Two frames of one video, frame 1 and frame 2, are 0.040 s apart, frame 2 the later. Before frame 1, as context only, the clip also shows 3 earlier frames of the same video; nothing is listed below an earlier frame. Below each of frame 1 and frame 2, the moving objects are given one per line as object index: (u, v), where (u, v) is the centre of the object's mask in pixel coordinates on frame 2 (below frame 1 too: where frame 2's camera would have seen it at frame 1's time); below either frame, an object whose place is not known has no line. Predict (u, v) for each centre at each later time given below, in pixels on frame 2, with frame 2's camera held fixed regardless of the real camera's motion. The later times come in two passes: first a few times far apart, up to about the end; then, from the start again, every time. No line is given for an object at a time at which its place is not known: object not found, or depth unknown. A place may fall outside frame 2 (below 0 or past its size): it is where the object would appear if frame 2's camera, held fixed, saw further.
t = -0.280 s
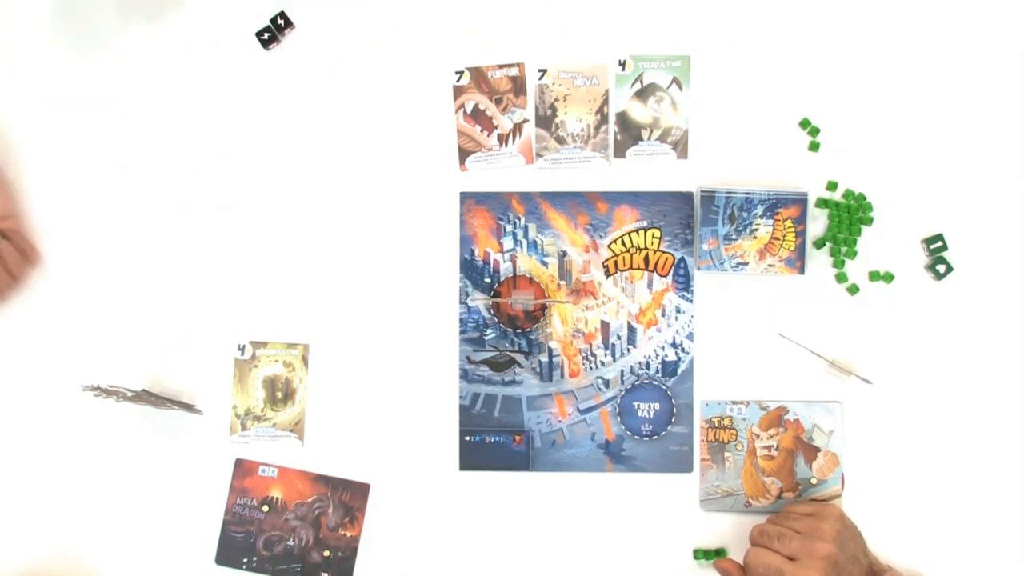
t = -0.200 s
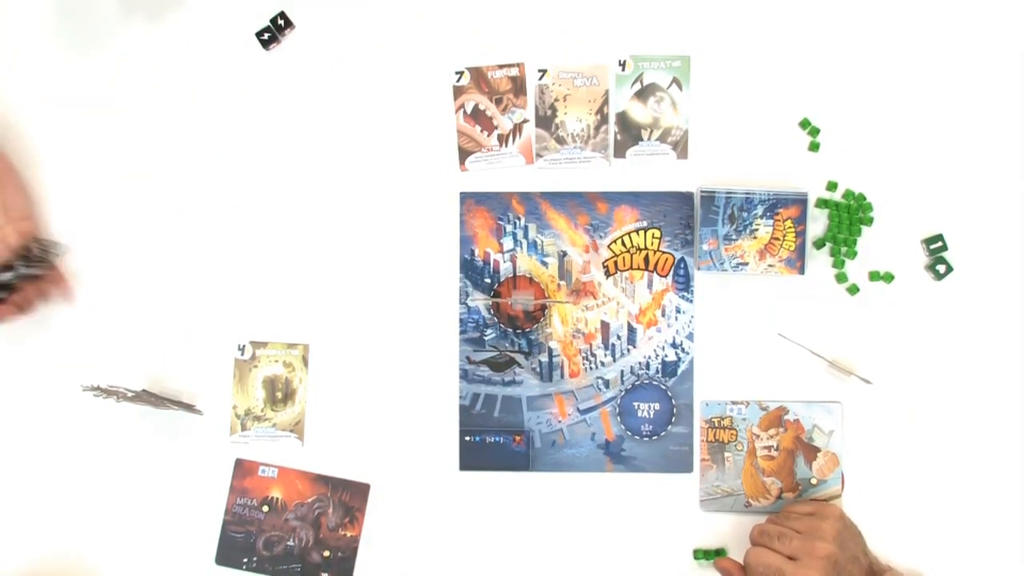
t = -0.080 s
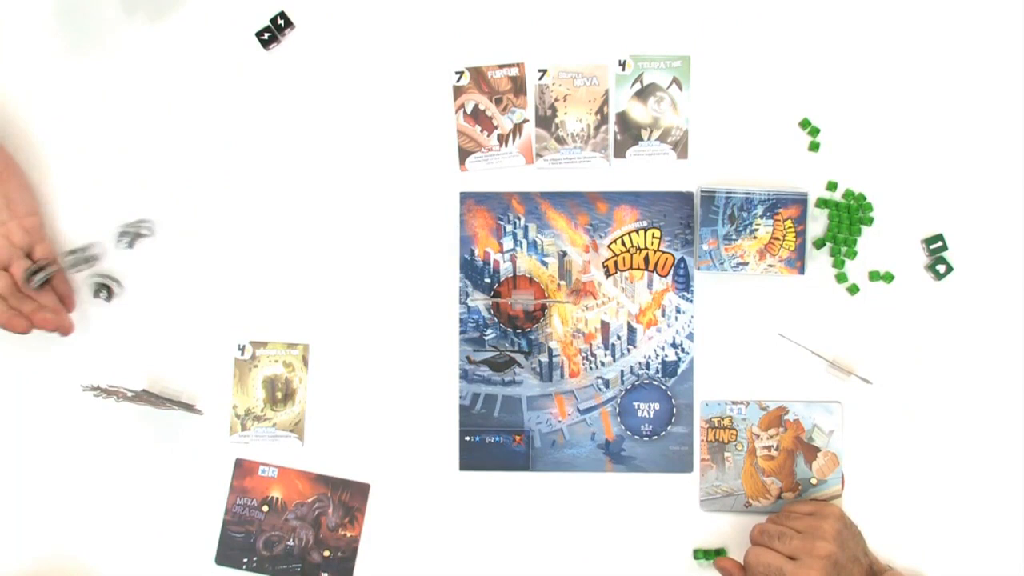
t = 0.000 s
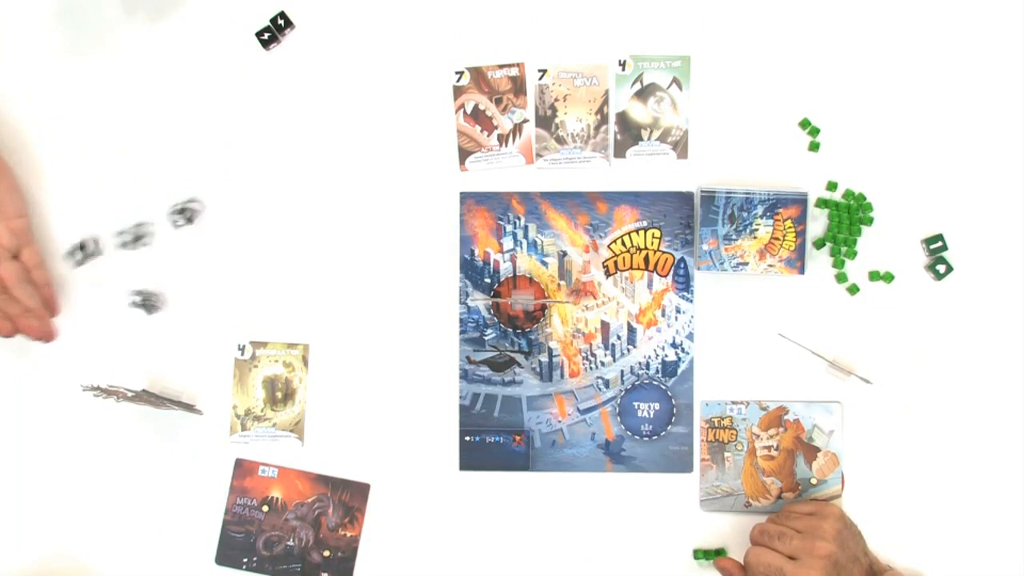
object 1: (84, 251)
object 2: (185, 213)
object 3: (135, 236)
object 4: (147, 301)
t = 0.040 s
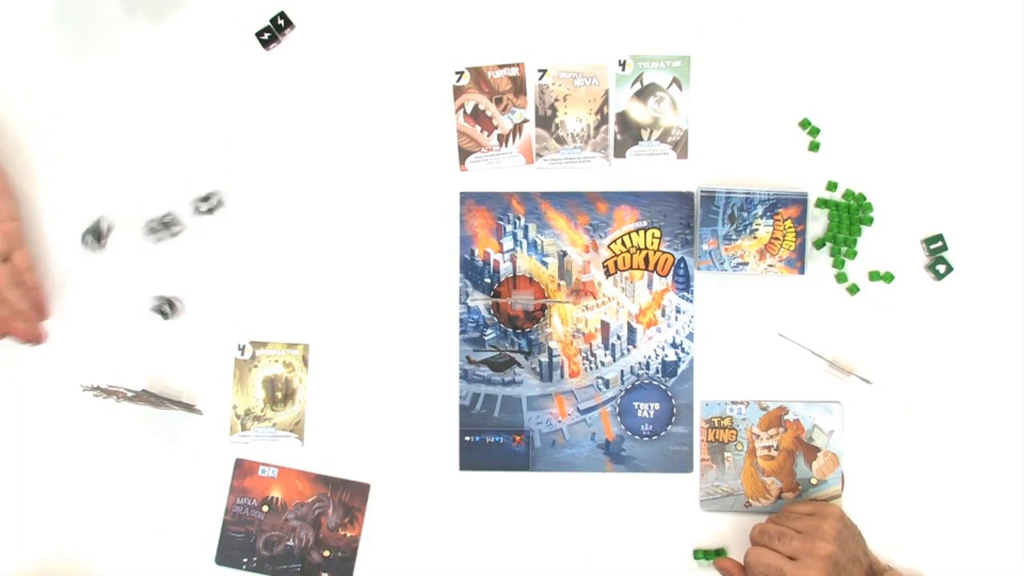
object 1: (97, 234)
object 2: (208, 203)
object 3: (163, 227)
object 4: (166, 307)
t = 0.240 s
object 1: (164, 155)
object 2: (289, 159)
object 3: (280, 182)
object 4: (235, 333)
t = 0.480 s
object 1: (214, 103)
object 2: (336, 114)
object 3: (356, 163)
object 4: (260, 339)
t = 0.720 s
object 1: (220, 98)
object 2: (340, 98)
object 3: (366, 162)
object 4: (260, 339)
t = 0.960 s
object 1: (219, 98)
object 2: (340, 98)
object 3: (366, 162)
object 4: (260, 340)
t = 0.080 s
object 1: (108, 218)
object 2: (228, 195)
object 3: (188, 217)
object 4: (182, 311)
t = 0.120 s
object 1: (128, 200)
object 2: (246, 186)
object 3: (214, 209)
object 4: (199, 317)
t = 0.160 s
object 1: (139, 186)
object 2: (261, 177)
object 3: (236, 201)
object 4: (211, 320)
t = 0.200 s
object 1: (152, 170)
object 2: (276, 168)
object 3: (260, 191)
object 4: (225, 327)
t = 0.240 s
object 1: (164, 155)
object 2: (289, 159)
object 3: (280, 182)
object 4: (235, 333)
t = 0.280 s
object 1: (174, 143)
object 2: (301, 151)
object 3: (296, 177)
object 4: (242, 338)
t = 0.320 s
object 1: (185, 131)
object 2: (311, 143)
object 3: (313, 172)
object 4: (249, 340)
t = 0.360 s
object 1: (193, 123)
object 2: (319, 134)
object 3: (326, 170)
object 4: (253, 341)
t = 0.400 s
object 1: (201, 115)
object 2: (325, 128)
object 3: (337, 168)
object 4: (257, 341)
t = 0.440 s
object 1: (208, 108)
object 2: (330, 122)
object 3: (348, 164)
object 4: (258, 340)
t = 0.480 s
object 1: (214, 103)
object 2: (336, 114)
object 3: (356, 163)
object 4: (260, 339)
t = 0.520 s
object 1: (217, 101)
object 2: (339, 108)
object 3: (362, 162)
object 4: (260, 339)
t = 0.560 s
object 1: (219, 98)
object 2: (340, 103)
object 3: (365, 162)
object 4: (260, 340)
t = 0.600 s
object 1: (219, 98)
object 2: (340, 100)
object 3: (366, 162)
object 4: (260, 339)
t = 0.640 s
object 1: (220, 98)
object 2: (340, 99)
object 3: (366, 162)
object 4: (260, 339)
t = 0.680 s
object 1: (219, 98)
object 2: (340, 98)
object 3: (366, 162)
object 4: (260, 339)
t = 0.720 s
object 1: (220, 98)
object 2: (340, 98)
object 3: (366, 162)
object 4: (260, 339)
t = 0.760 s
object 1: (219, 98)
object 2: (340, 99)
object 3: (366, 162)
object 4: (260, 340)
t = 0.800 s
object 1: (219, 98)
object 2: (340, 99)
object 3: (366, 162)
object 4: (260, 340)
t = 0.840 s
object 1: (219, 98)
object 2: (340, 98)
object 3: (366, 162)
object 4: (260, 340)
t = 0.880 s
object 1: (220, 97)
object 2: (340, 98)
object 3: (366, 162)
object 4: (260, 340)
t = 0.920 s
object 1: (219, 98)
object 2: (340, 98)
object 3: (366, 162)
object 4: (260, 340)
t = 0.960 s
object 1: (219, 98)
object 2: (340, 98)
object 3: (366, 162)
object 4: (260, 340)
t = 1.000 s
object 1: (219, 98)
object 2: (340, 98)
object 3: (366, 162)
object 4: (260, 340)
